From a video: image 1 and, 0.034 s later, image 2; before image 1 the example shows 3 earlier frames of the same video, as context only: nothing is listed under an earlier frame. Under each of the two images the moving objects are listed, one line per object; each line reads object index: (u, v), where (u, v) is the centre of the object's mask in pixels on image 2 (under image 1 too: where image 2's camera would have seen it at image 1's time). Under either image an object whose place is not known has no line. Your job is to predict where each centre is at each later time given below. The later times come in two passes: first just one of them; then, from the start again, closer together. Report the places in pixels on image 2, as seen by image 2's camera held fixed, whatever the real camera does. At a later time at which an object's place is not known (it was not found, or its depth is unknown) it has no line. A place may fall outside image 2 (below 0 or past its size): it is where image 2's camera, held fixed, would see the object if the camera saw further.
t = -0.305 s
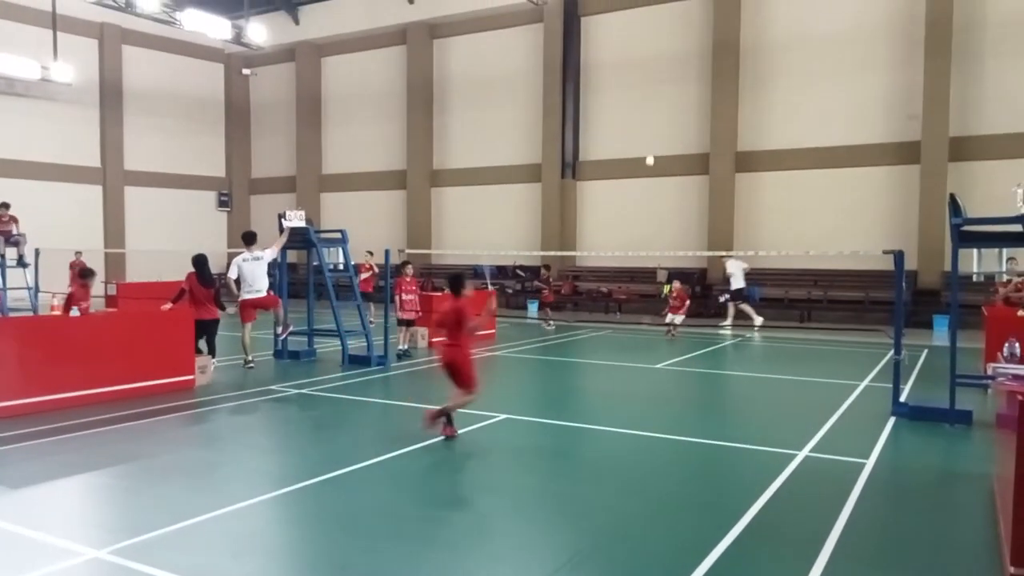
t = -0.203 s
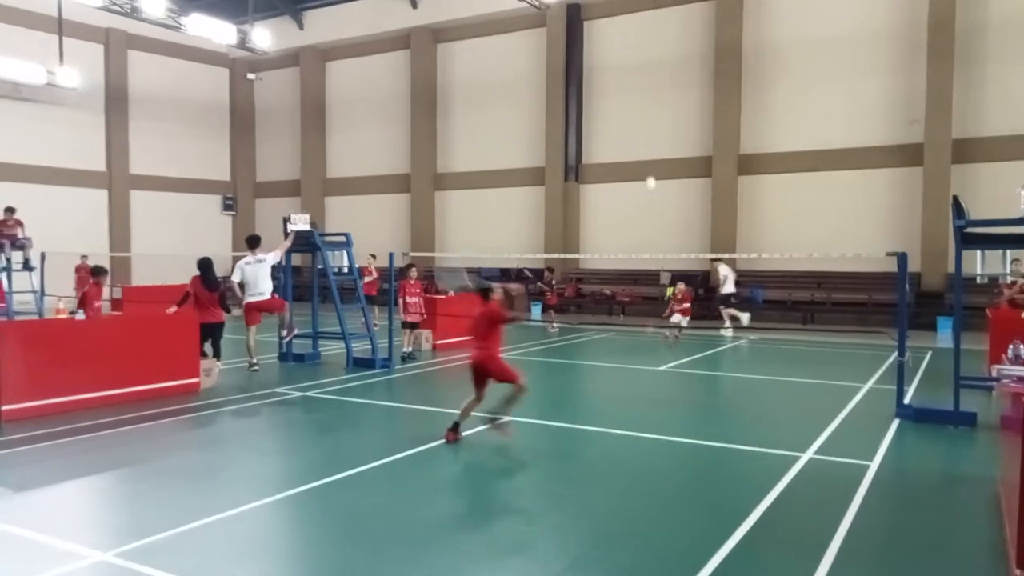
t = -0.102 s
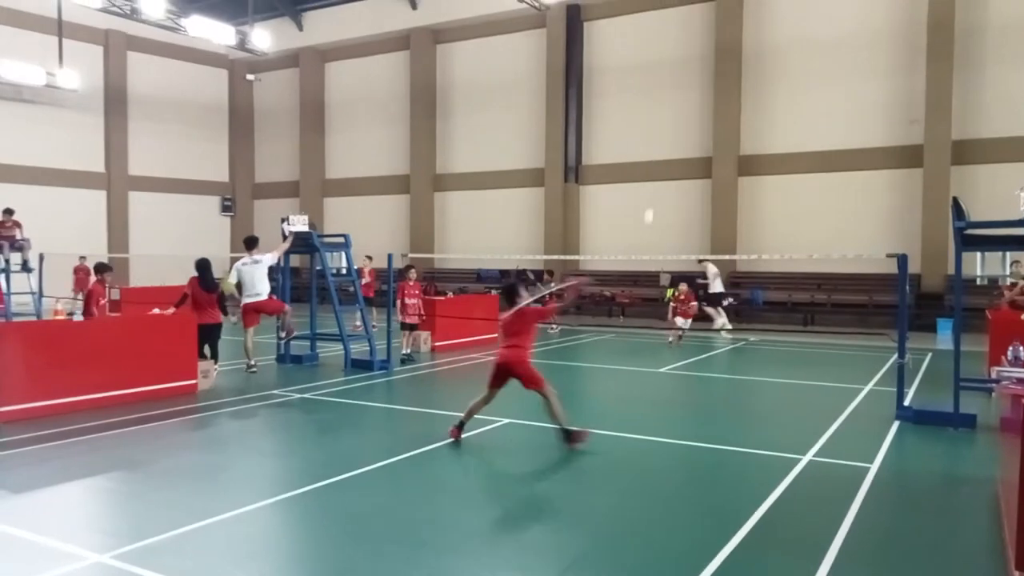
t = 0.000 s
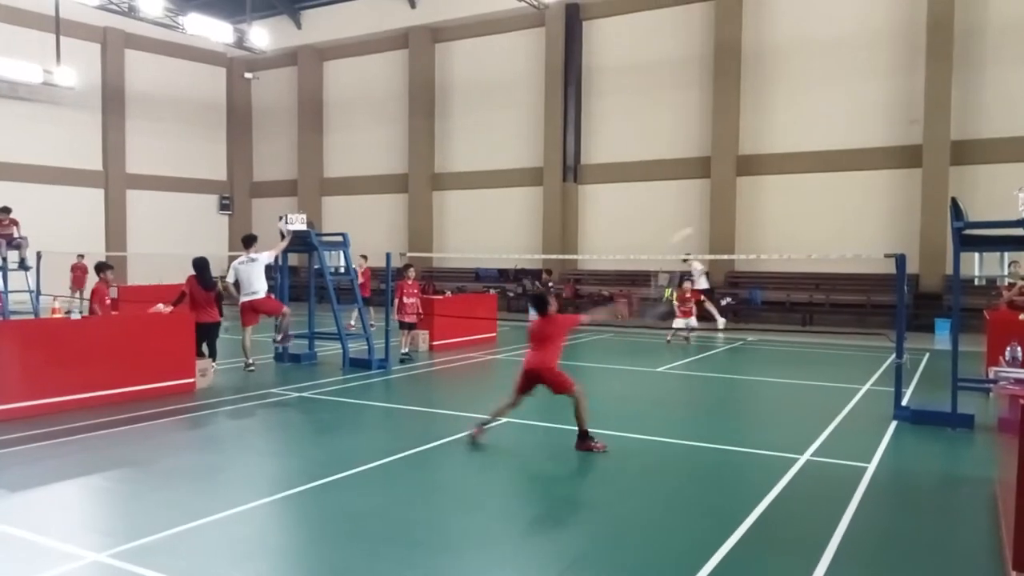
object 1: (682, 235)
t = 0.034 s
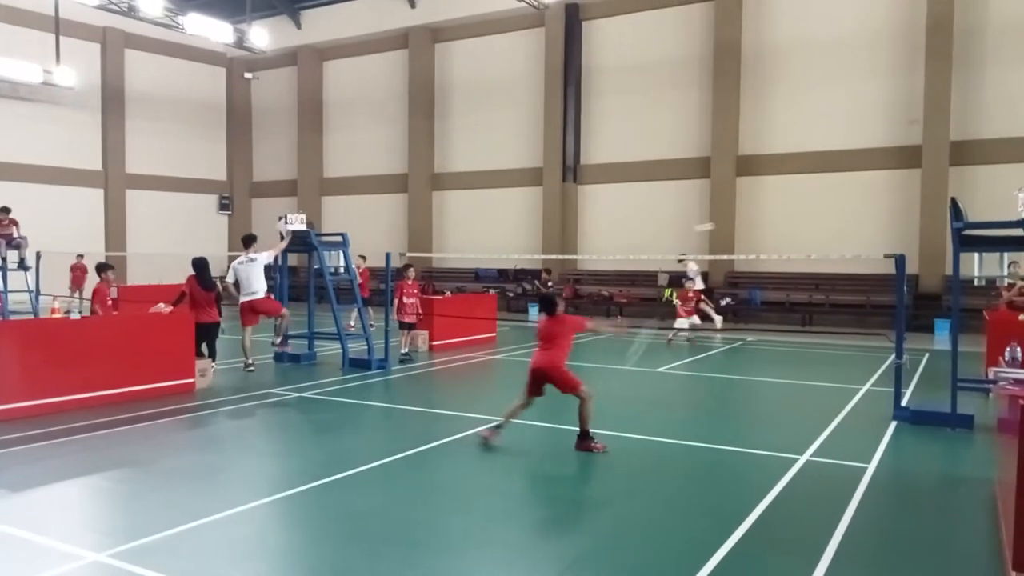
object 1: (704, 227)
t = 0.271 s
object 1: (768, 223)
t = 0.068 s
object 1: (721, 223)
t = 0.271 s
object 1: (768, 223)
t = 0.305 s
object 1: (772, 226)
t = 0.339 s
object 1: (776, 229)
